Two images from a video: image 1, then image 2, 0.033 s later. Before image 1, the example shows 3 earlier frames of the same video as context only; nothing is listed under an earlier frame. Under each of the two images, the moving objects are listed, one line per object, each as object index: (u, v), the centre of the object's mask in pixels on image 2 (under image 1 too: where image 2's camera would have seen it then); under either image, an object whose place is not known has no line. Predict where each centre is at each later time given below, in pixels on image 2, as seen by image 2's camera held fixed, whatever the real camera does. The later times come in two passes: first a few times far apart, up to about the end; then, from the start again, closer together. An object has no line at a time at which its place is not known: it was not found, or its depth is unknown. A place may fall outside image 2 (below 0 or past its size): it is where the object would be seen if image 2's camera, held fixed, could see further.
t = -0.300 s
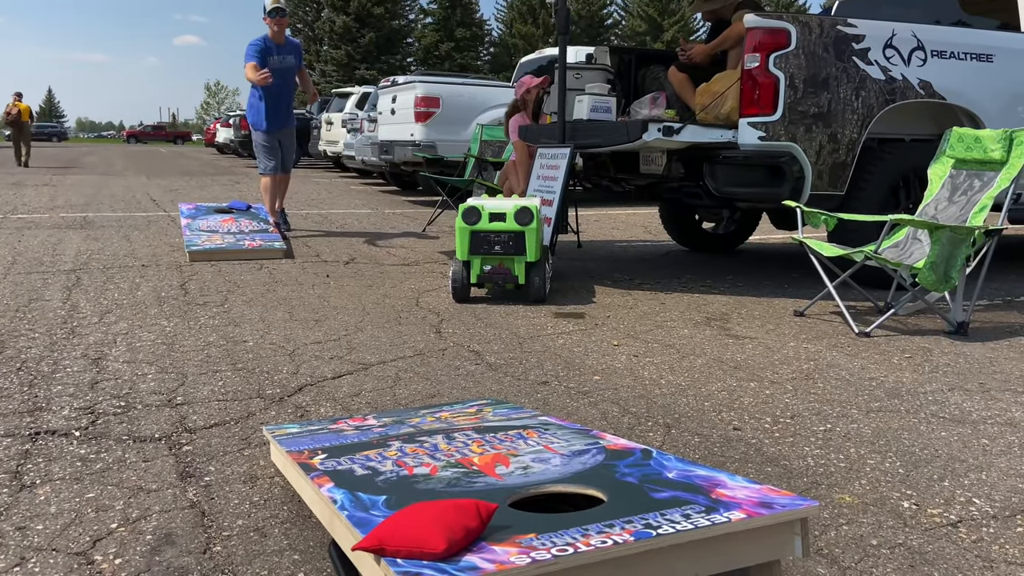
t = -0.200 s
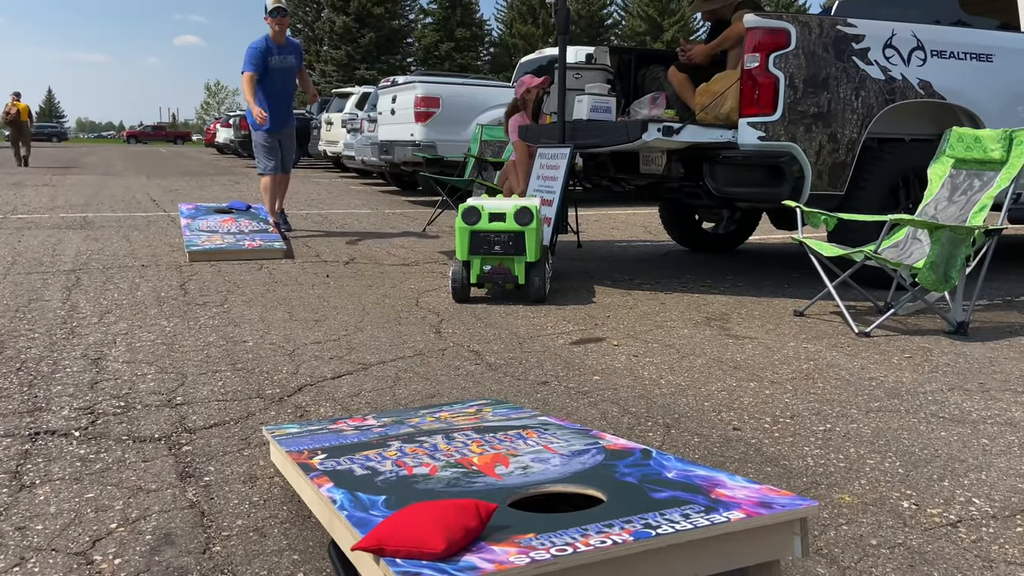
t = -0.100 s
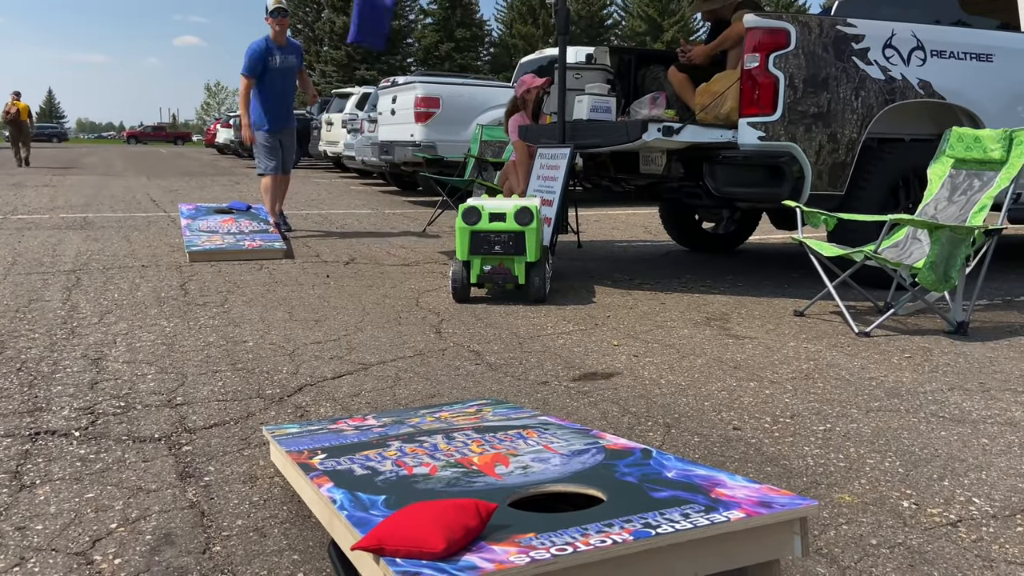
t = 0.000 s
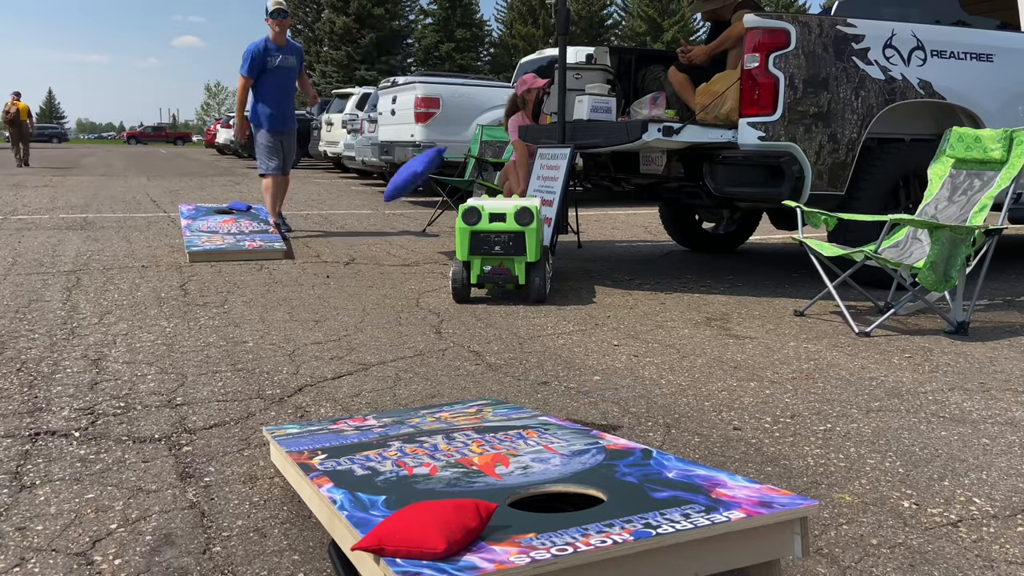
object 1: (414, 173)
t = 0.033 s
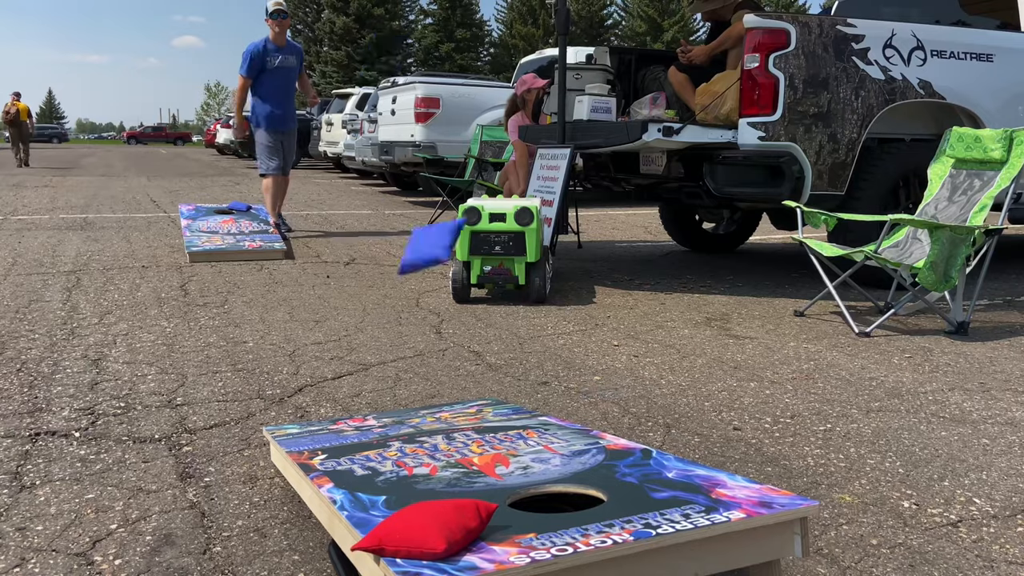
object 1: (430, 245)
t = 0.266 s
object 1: (535, 458)
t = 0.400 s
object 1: (574, 490)
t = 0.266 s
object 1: (535, 458)
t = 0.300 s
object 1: (548, 468)
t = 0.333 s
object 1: (560, 476)
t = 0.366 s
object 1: (571, 486)
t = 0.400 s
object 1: (574, 490)
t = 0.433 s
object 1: (568, 496)
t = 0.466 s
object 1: (557, 507)
